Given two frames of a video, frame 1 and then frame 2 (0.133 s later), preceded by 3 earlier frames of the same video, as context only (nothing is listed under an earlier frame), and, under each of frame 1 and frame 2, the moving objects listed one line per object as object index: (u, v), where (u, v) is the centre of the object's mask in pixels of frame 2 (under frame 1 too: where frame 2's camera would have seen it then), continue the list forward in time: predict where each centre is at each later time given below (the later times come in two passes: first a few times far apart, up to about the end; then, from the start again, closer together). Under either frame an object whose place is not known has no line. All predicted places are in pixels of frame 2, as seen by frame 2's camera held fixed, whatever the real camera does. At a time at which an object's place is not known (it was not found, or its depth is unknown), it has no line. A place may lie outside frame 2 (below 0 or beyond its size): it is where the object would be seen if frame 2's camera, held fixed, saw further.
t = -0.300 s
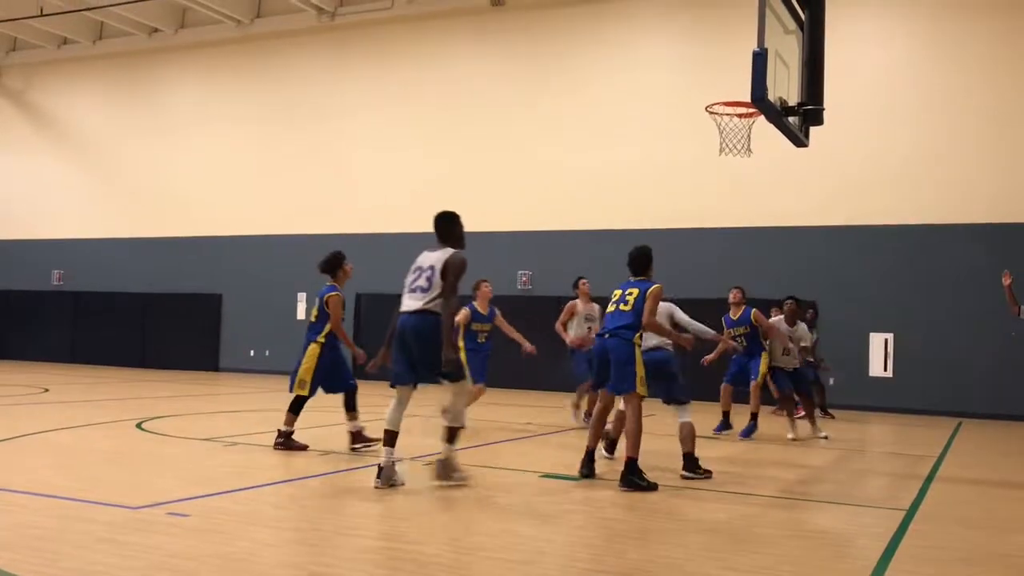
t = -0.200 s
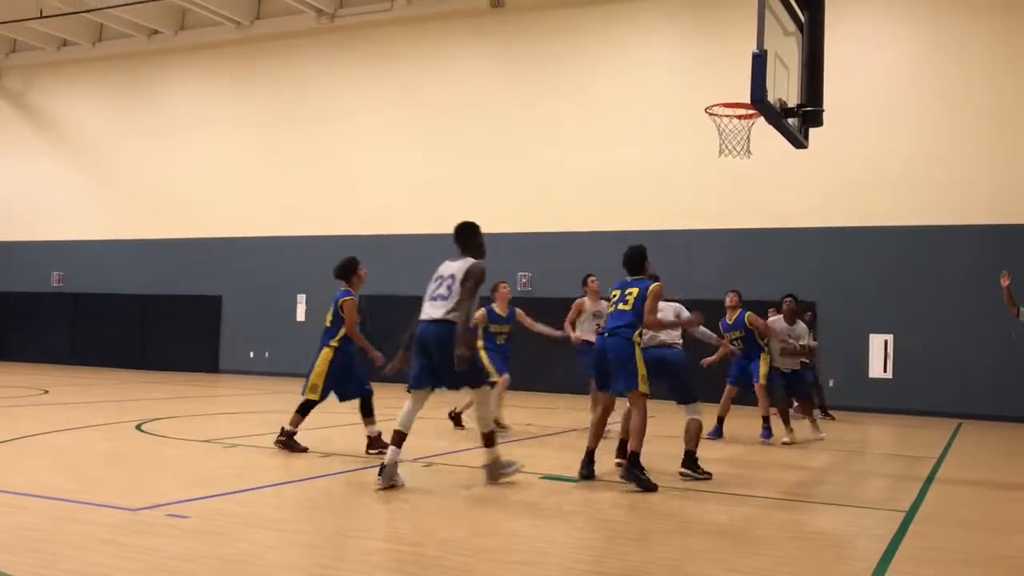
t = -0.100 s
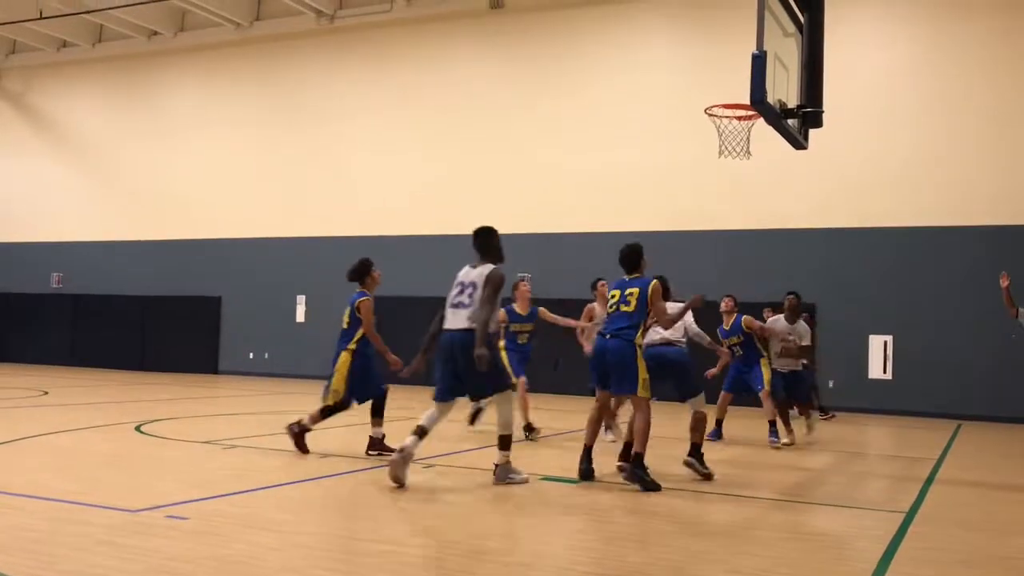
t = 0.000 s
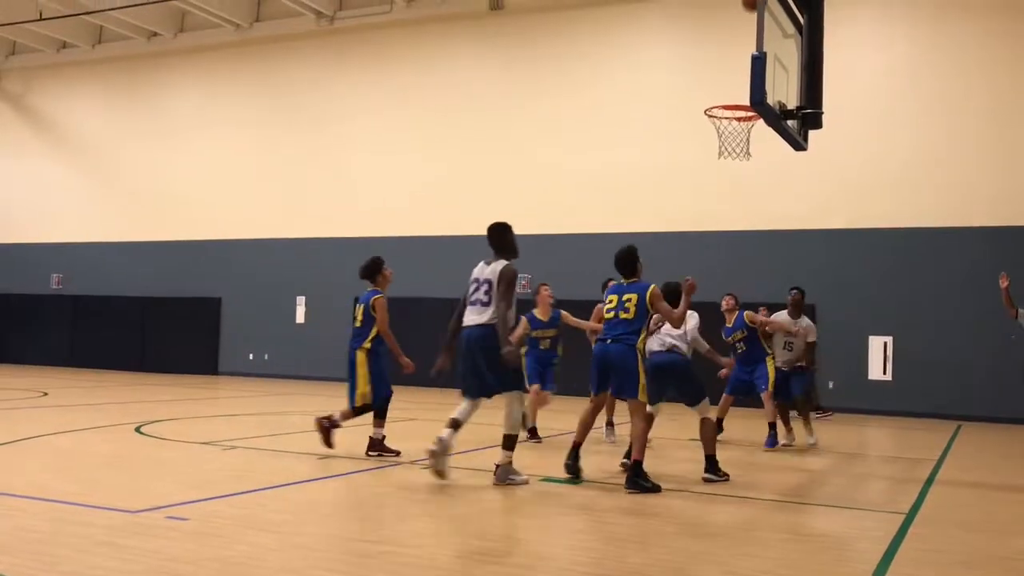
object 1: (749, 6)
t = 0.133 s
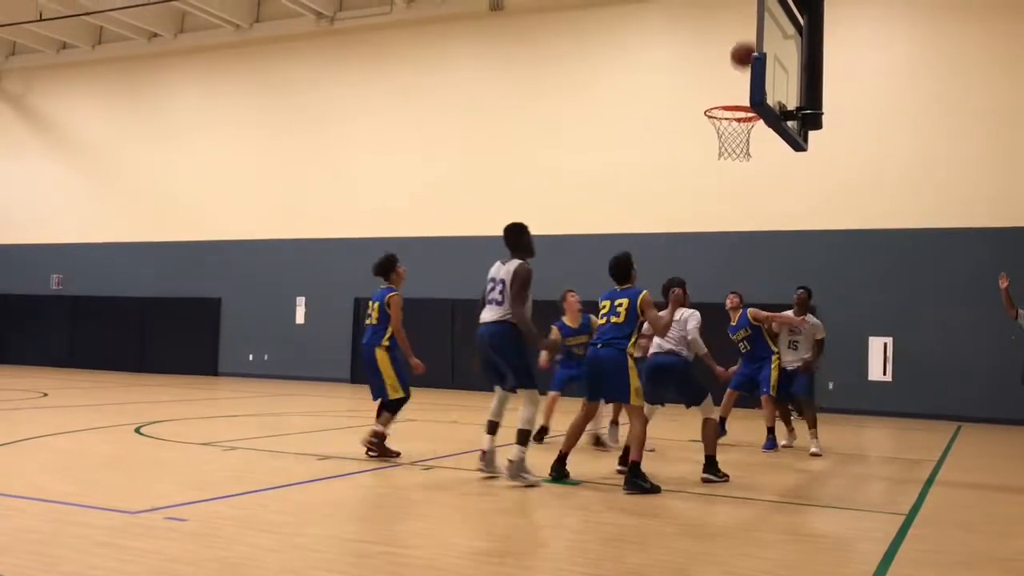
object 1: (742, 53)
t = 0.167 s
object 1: (739, 71)
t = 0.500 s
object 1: (735, 150)
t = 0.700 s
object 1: (748, 206)
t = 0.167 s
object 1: (739, 71)
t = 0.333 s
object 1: (724, 132)
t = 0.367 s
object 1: (727, 134)
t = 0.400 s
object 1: (729, 137)
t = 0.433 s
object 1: (731, 141)
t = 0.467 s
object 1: (733, 145)
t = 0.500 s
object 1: (735, 150)
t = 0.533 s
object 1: (738, 156)
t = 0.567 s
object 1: (740, 163)
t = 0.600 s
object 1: (742, 172)
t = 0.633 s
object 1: (744, 182)
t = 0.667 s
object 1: (746, 193)
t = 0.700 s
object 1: (748, 206)
